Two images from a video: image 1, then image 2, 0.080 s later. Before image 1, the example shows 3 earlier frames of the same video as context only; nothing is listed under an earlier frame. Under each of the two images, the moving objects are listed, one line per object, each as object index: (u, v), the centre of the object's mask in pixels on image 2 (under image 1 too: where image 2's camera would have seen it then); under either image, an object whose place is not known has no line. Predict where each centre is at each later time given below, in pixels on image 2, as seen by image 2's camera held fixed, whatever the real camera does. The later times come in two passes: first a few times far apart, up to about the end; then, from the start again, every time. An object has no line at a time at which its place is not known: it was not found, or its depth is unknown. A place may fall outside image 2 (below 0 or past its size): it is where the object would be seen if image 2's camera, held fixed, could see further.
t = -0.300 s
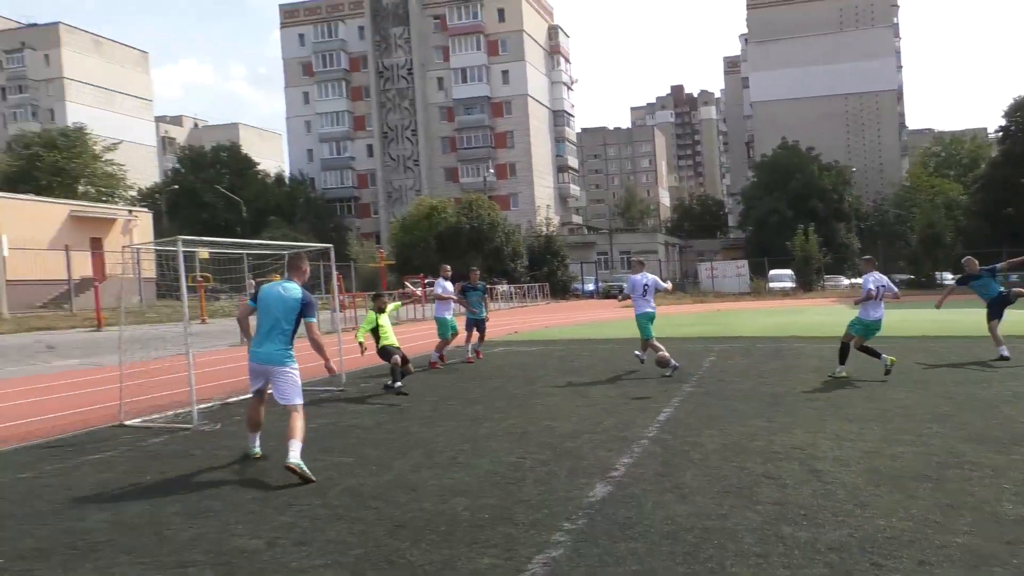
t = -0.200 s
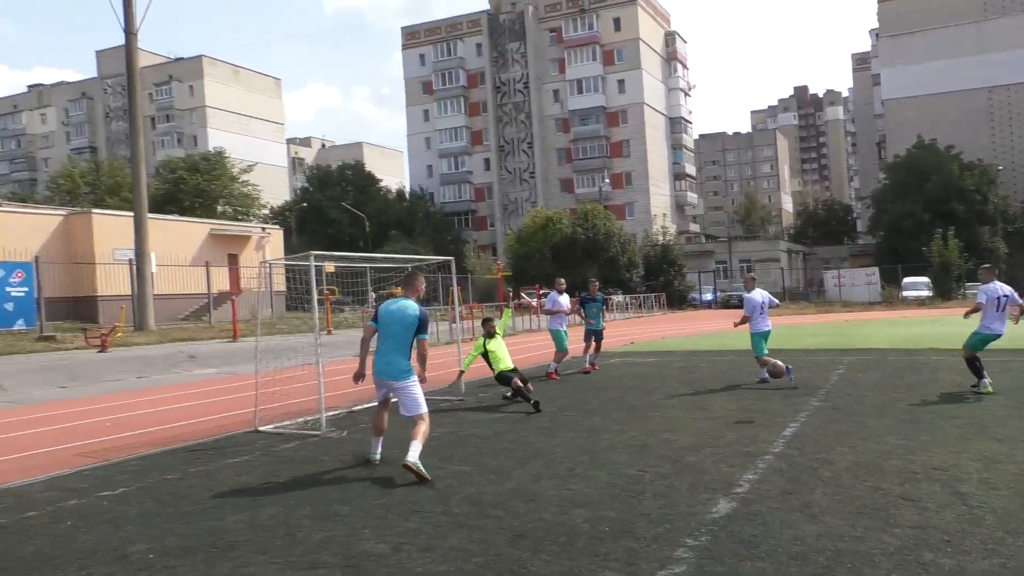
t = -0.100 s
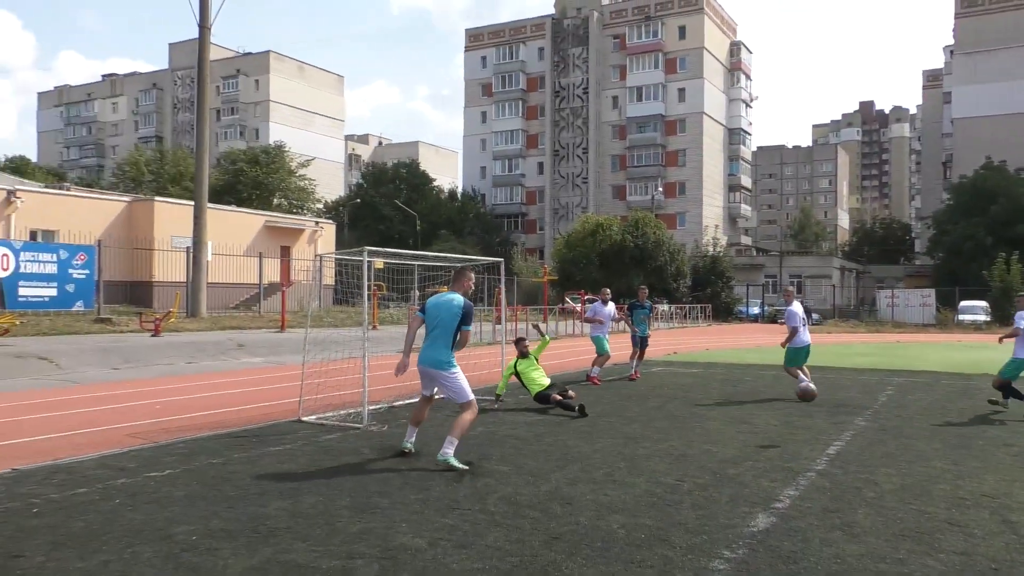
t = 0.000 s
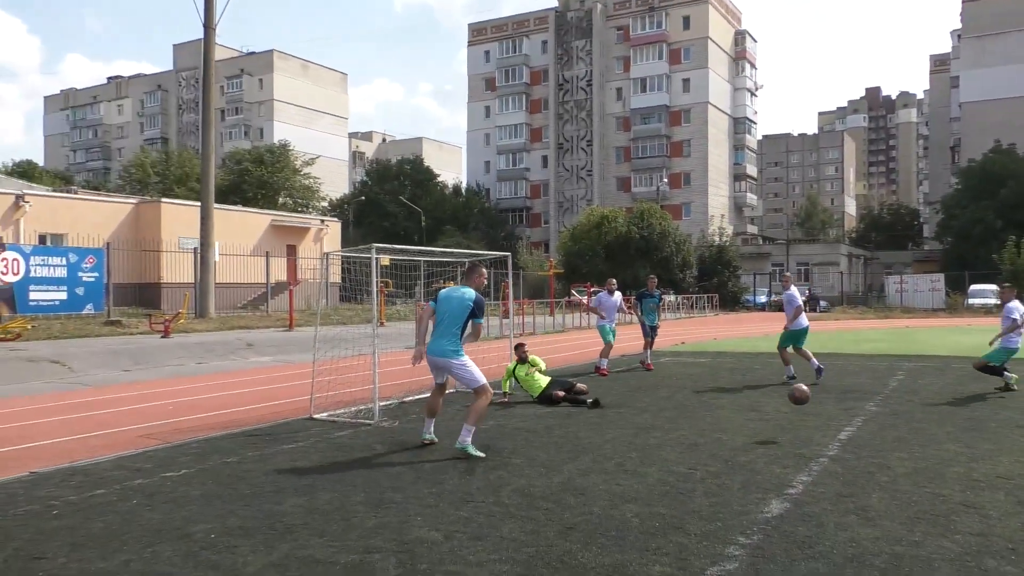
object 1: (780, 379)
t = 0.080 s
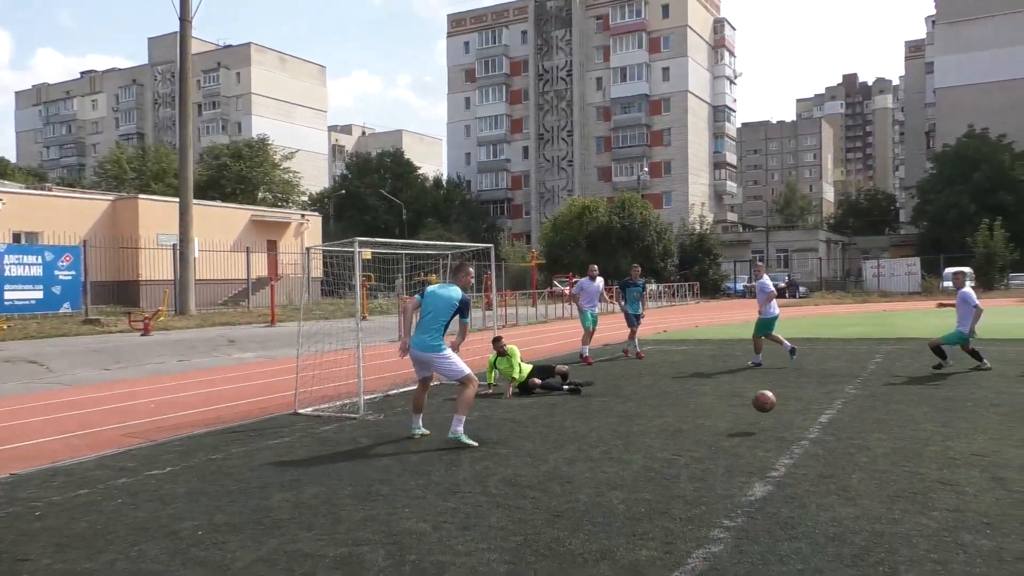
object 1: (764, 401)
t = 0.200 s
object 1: (743, 426)
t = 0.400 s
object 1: (723, 433)
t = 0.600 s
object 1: (702, 465)
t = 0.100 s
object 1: (759, 408)
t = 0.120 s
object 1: (754, 415)
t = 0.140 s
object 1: (750, 423)
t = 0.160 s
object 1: (746, 429)
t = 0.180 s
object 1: (744, 428)
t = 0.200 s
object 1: (743, 426)
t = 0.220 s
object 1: (742, 425)
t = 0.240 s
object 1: (740, 424)
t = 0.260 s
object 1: (738, 423)
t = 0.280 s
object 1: (736, 423)
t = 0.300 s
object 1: (733, 423)
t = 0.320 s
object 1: (732, 424)
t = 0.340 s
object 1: (731, 426)
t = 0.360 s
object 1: (729, 428)
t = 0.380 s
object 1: (726, 430)
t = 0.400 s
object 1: (723, 433)
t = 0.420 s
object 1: (721, 436)
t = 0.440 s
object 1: (719, 441)
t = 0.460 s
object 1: (717, 446)
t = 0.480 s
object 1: (715, 451)
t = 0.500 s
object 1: (713, 457)
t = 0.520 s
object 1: (709, 464)
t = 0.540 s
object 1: (707, 465)
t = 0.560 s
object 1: (706, 464)
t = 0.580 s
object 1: (704, 464)
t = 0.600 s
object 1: (702, 465)
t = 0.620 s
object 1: (700, 466)
